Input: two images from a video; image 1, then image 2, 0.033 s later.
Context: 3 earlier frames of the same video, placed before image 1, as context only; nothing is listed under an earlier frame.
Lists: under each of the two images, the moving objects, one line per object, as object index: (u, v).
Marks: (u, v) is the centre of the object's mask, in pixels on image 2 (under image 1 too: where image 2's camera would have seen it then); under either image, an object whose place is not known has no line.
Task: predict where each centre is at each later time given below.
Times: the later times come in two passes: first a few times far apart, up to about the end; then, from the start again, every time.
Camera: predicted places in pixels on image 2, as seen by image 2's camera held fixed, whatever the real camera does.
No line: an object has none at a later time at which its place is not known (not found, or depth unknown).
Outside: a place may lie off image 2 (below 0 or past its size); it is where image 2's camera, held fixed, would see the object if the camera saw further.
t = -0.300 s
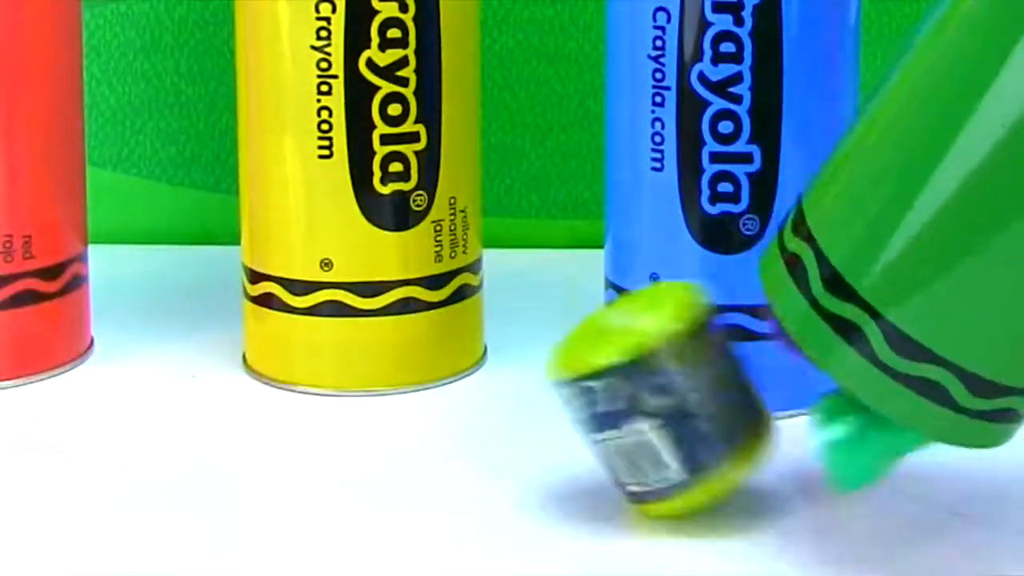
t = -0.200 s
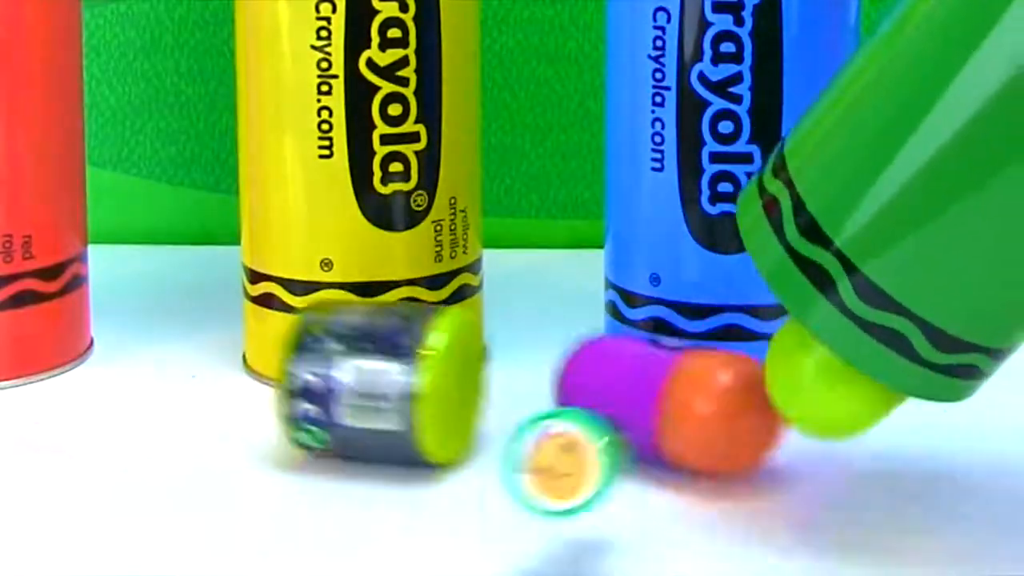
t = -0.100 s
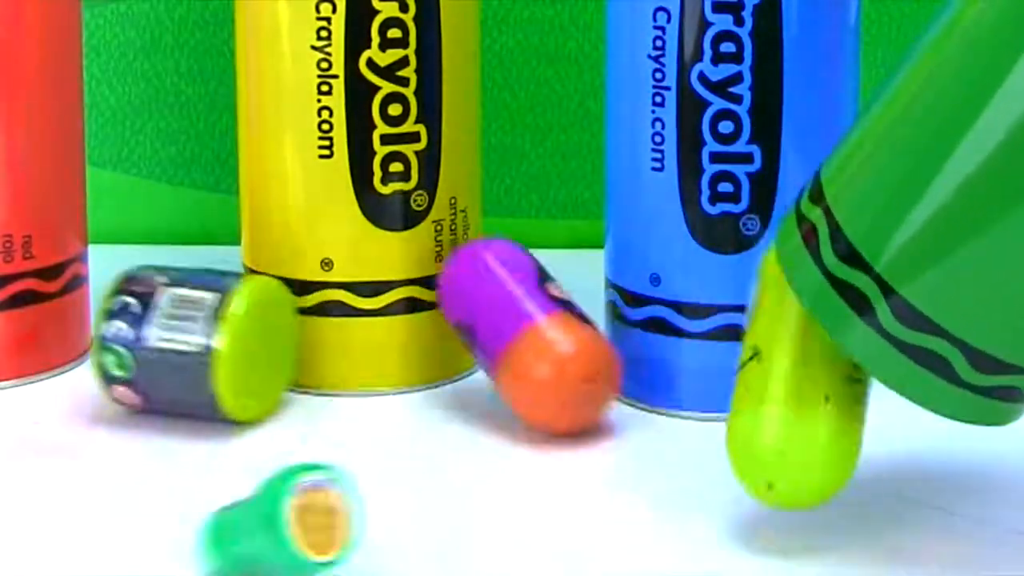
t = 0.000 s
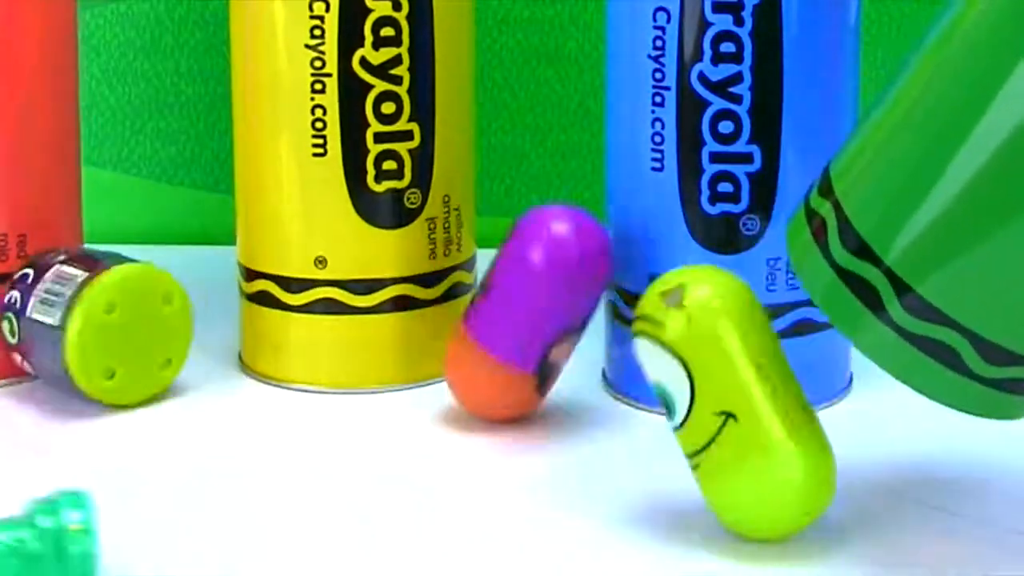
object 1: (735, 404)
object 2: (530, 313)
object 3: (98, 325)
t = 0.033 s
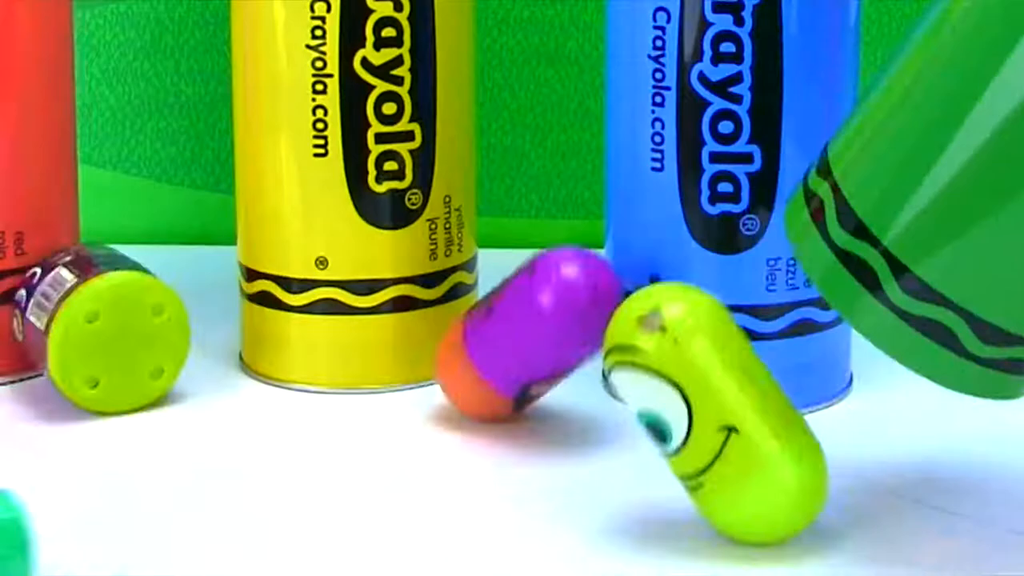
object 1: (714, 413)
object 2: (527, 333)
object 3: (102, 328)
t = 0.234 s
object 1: (686, 477)
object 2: (481, 391)
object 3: (85, 332)
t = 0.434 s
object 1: (719, 479)
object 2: (445, 346)
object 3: (81, 331)
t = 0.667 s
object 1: (645, 422)
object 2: (498, 303)
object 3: (80, 331)
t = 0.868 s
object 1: (524, 436)
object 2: (586, 285)
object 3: (81, 331)
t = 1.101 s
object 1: (515, 504)
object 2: (565, 324)
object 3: (81, 331)
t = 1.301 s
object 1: (521, 502)
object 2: (552, 329)
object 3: (81, 331)
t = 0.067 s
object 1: (701, 423)
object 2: (516, 353)
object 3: (102, 332)
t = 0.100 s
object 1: (691, 435)
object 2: (510, 367)
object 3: (98, 333)
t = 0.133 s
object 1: (685, 446)
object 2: (506, 380)
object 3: (94, 333)
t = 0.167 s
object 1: (682, 458)
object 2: (500, 391)
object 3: (90, 333)
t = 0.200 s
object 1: (683, 468)
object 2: (491, 393)
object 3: (88, 332)
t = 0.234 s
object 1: (686, 477)
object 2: (481, 391)
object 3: (85, 332)
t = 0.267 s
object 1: (692, 487)
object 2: (471, 386)
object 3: (83, 332)
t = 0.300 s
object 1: (705, 492)
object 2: (463, 379)
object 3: (81, 332)
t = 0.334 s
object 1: (712, 491)
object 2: (456, 371)
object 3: (80, 331)
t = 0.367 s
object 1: (716, 489)
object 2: (451, 364)
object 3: (80, 331)
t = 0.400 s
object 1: (719, 485)
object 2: (447, 355)
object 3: (80, 331)
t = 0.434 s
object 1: (719, 479)
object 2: (445, 346)
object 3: (81, 331)
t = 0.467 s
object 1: (717, 472)
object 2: (446, 338)
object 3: (81, 331)
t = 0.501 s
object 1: (712, 463)
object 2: (449, 329)
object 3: (81, 331)
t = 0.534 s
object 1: (704, 454)
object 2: (454, 321)
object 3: (81, 331)
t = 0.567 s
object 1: (694, 444)
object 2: (462, 314)
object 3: (81, 331)
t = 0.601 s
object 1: (681, 435)
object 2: (473, 310)
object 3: (81, 331)
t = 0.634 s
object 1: (664, 428)
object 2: (484, 306)
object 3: (80, 331)
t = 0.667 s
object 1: (645, 422)
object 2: (498, 303)
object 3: (80, 331)
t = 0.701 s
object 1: (627, 421)
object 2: (508, 296)
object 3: (80, 331)
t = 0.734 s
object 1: (603, 416)
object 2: (515, 280)
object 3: (81, 331)
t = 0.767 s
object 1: (579, 416)
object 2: (531, 248)
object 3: (81, 331)
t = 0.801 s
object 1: (558, 420)
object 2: (574, 243)
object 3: (81, 331)
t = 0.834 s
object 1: (538, 427)
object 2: (592, 271)
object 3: (81, 331)
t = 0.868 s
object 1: (524, 436)
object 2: (586, 285)
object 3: (81, 331)
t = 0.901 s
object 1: (513, 446)
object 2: (582, 296)
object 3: (81, 331)
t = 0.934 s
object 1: (505, 458)
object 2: (579, 304)
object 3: (80, 331)
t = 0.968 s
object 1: (502, 469)
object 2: (575, 311)
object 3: (80, 331)
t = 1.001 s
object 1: (501, 481)
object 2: (573, 315)
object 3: (80, 331)
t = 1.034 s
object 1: (502, 490)
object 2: (570, 319)
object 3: (80, 331)
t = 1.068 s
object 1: (505, 498)
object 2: (568, 322)
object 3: (81, 331)
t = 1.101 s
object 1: (515, 504)
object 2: (565, 324)
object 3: (81, 331)
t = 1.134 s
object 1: (520, 510)
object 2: (563, 327)
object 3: (81, 331)
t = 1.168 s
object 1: (521, 510)
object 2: (560, 329)
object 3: (81, 331)
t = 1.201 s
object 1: (523, 510)
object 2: (557, 330)
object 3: (81, 331)
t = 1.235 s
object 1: (524, 509)
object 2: (555, 331)
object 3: (81, 331)
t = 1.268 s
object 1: (524, 506)
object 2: (554, 331)
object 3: (81, 331)
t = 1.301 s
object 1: (521, 502)
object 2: (552, 329)
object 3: (81, 331)
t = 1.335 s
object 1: (515, 496)
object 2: (550, 325)
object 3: (81, 331)
